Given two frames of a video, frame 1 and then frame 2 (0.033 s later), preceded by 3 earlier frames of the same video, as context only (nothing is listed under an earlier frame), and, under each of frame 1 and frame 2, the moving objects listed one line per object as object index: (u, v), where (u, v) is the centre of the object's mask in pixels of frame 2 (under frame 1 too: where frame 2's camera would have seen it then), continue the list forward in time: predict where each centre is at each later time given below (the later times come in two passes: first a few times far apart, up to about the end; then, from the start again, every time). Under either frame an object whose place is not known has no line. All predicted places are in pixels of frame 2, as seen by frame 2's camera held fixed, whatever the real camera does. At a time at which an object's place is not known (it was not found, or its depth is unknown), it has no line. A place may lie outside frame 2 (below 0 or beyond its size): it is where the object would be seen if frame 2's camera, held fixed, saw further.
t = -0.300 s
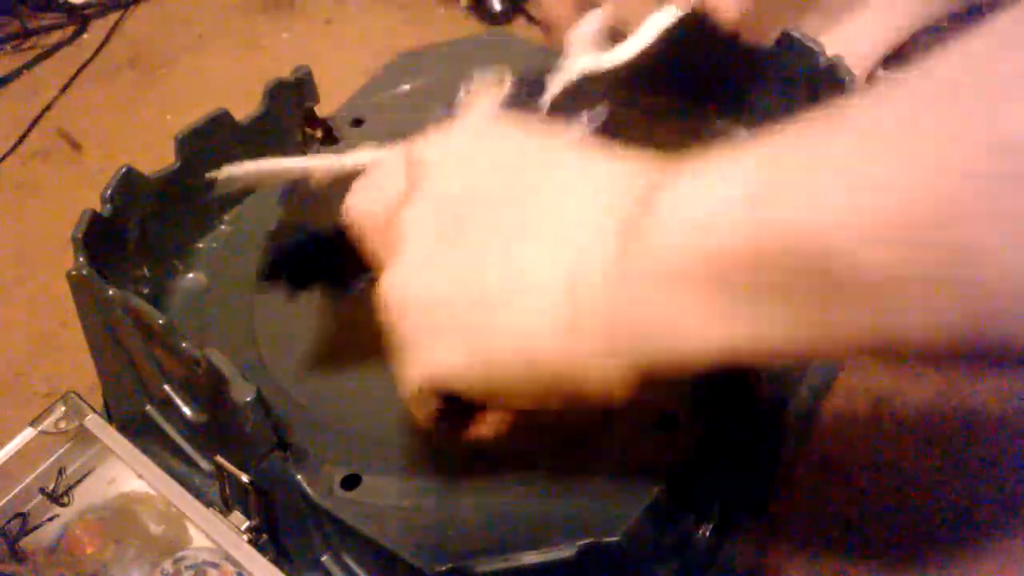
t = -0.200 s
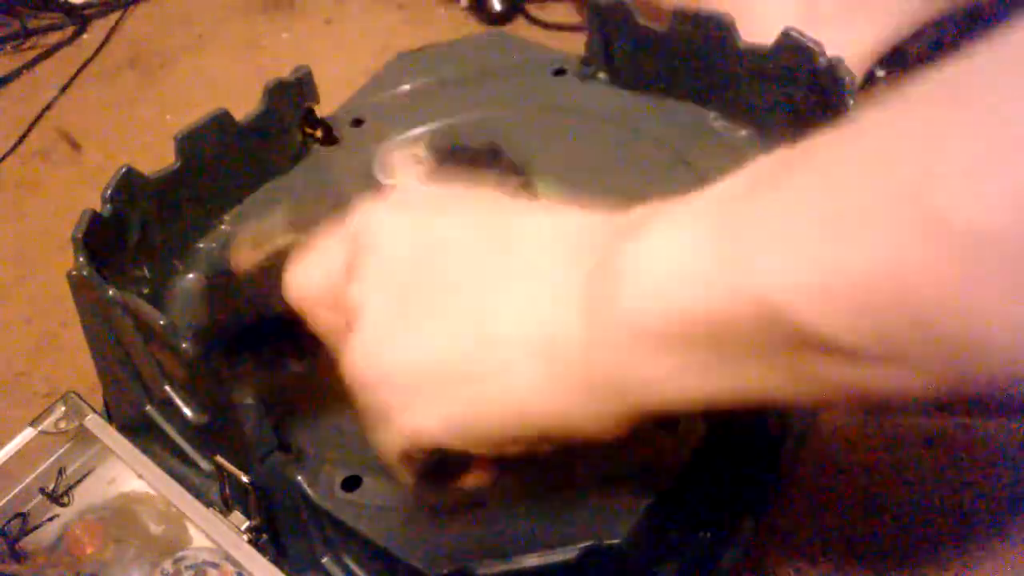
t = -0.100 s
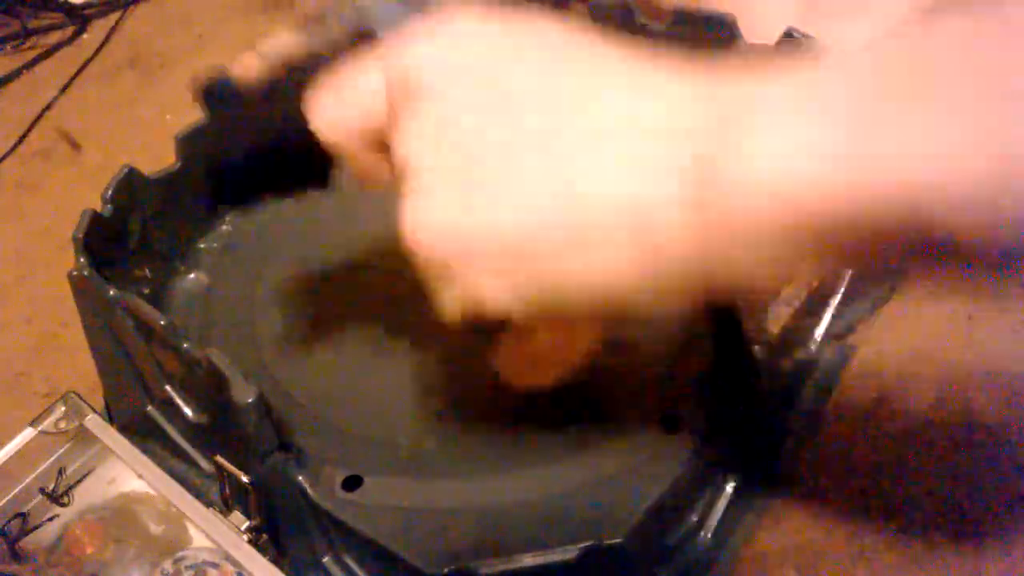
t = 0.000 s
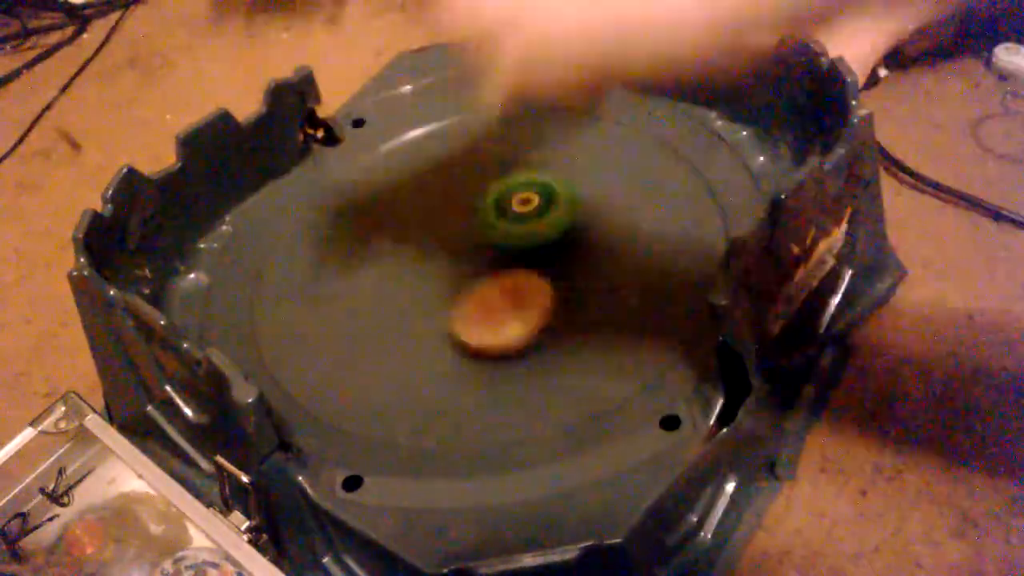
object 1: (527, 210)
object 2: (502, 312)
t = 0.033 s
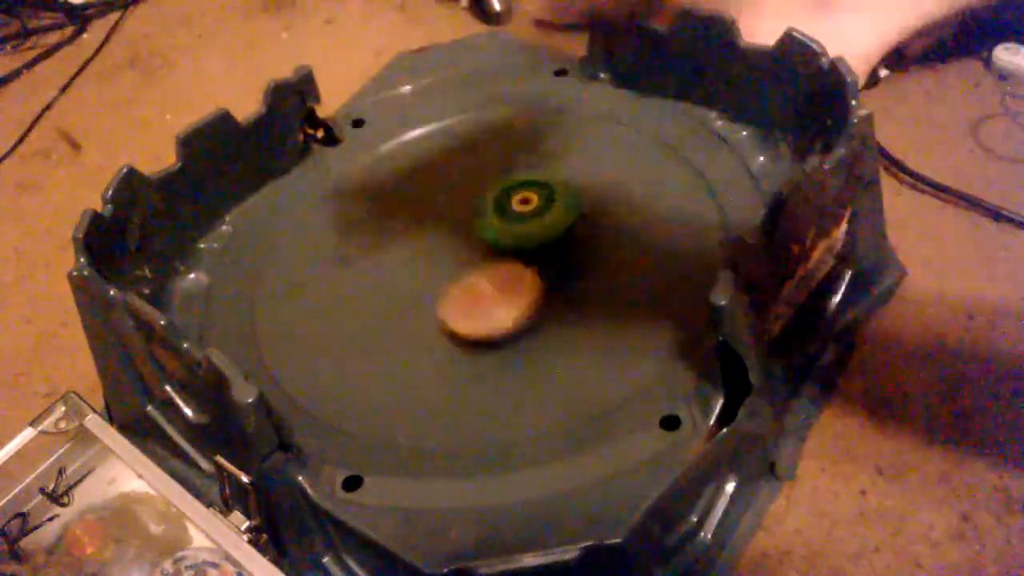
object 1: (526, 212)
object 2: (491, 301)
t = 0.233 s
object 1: (519, 209)
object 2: (425, 269)
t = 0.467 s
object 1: (486, 215)
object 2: (362, 259)
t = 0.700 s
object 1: (452, 239)
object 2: (323, 231)
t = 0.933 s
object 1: (469, 255)
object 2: (330, 195)
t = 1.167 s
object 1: (488, 232)
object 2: (372, 162)
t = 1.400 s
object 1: (446, 217)
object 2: (422, 145)
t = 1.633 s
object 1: (416, 237)
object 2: (476, 151)
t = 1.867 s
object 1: (437, 251)
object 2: (520, 188)
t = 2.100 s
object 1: (416, 259)
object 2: (572, 234)
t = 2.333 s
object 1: (397, 256)
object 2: (544, 290)
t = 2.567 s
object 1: (394, 235)
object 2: (476, 323)
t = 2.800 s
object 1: (396, 211)
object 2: (399, 319)
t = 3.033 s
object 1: (403, 191)
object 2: (370, 273)
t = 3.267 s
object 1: (433, 159)
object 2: (373, 232)
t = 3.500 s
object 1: (479, 116)
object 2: (370, 222)
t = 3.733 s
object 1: (503, 109)
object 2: (410, 216)
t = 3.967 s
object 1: (520, 148)
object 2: (459, 217)
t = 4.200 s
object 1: (535, 204)
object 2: (450, 257)
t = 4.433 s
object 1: (518, 251)
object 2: (405, 284)
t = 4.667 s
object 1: (479, 271)
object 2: (364, 277)
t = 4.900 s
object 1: (450, 267)
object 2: (353, 242)
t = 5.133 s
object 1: (437, 240)
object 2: (374, 192)
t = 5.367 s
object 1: (443, 234)
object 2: (427, 158)
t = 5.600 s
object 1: (439, 249)
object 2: (503, 166)
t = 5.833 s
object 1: (430, 261)
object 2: (555, 225)
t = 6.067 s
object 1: (405, 255)
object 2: (521, 285)
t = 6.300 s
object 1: (400, 228)
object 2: (438, 289)
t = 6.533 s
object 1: (416, 184)
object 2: (402, 258)
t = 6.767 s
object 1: (449, 157)
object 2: (413, 250)
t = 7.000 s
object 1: (481, 165)
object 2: (457, 245)
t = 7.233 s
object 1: (487, 195)
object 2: (469, 269)
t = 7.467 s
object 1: (461, 222)
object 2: (454, 284)
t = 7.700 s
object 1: (438, 213)
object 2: (440, 281)
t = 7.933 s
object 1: (431, 140)
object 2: (434, 299)
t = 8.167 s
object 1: (402, 126)
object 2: (458, 295)
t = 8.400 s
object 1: (402, 147)
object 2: (485, 290)
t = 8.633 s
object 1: (409, 183)
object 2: (506, 291)
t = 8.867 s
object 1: (400, 205)
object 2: (519, 283)
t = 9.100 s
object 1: (397, 209)
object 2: (539, 267)
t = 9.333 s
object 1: (406, 205)
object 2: (556, 256)
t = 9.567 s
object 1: (418, 216)
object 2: (558, 244)
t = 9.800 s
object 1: (416, 225)
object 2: (560, 228)
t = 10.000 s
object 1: (411, 224)
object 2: (563, 215)
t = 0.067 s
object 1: (525, 210)
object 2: (480, 292)
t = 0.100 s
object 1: (524, 210)
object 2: (468, 282)
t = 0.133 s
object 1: (525, 210)
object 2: (457, 276)
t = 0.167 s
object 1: (524, 211)
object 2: (445, 272)
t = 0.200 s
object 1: (524, 211)
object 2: (434, 270)
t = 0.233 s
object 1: (519, 209)
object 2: (425, 269)
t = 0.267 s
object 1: (516, 209)
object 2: (415, 268)
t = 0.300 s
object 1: (512, 209)
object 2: (406, 267)
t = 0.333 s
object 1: (508, 210)
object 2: (397, 265)
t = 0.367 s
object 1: (503, 210)
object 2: (388, 265)
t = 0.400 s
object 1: (497, 212)
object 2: (379, 263)
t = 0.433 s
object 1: (492, 213)
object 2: (370, 261)
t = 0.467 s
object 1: (486, 215)
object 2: (362, 259)
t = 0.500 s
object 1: (481, 218)
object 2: (354, 256)
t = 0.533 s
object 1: (475, 221)
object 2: (347, 252)
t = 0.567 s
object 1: (470, 224)
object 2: (341, 248)
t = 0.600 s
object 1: (465, 227)
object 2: (335, 244)
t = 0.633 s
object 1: (459, 231)
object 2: (330, 240)
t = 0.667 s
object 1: (456, 235)
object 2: (326, 235)
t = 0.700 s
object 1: (452, 239)
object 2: (323, 231)
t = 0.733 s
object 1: (450, 243)
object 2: (322, 226)
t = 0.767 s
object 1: (450, 247)
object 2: (320, 221)
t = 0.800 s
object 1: (451, 250)
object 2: (320, 216)
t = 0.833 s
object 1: (453, 253)
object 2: (321, 211)
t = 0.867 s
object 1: (457, 254)
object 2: (324, 206)
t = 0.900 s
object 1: (463, 255)
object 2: (325, 200)
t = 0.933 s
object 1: (469, 255)
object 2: (330, 195)
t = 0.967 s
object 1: (476, 254)
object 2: (333, 189)
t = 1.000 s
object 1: (484, 251)
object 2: (338, 184)
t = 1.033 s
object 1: (491, 247)
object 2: (344, 180)
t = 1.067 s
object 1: (495, 244)
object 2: (351, 175)
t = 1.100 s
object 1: (495, 240)
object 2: (357, 170)
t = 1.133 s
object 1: (492, 235)
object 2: (364, 166)
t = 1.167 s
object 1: (488, 232)
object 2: (372, 162)
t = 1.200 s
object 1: (483, 227)
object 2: (379, 158)
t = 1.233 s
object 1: (478, 224)
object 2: (386, 154)
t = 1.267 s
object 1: (472, 222)
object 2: (393, 152)
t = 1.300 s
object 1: (467, 220)
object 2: (400, 149)
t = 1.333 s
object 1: (460, 218)
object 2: (408, 148)
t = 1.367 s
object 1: (453, 218)
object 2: (415, 146)
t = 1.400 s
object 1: (446, 217)
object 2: (422, 145)
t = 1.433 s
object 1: (440, 218)
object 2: (430, 144)
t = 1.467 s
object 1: (434, 220)
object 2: (438, 142)
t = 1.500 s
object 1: (429, 223)
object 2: (447, 142)
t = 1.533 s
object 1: (424, 227)
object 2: (454, 144)
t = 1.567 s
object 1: (420, 231)
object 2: (462, 146)
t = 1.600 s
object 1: (417, 234)
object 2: (469, 148)
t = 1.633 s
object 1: (416, 237)
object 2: (476, 151)
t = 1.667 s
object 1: (415, 241)
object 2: (483, 154)
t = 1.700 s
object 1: (416, 244)
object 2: (490, 159)
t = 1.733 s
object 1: (418, 247)
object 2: (497, 164)
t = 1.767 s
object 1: (421, 249)
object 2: (503, 170)
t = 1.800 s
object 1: (426, 251)
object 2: (508, 175)
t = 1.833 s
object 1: (430, 251)
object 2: (514, 181)
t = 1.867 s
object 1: (437, 251)
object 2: (520, 188)
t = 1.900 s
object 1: (443, 251)
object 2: (525, 194)
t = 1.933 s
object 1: (445, 251)
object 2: (533, 200)
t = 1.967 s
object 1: (437, 253)
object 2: (548, 205)
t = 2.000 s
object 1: (431, 255)
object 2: (561, 211)
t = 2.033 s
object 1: (425, 257)
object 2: (569, 218)
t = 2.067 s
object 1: (420, 258)
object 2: (571, 226)
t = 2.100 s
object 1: (416, 259)
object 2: (572, 234)
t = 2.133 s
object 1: (412, 259)
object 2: (572, 243)
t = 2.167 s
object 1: (409, 259)
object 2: (569, 251)
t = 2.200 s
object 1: (406, 259)
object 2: (567, 259)
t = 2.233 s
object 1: (403, 259)
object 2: (563, 267)
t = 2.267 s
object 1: (401, 258)
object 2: (558, 275)
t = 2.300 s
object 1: (399, 257)
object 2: (551, 283)
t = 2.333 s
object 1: (397, 256)
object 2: (544, 290)
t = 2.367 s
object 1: (396, 254)
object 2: (536, 296)
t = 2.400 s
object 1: (395, 250)
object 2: (528, 302)
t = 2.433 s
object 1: (394, 248)
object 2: (519, 308)
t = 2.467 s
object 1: (395, 244)
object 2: (509, 313)
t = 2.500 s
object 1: (394, 242)
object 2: (498, 317)
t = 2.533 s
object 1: (394, 239)
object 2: (487, 320)
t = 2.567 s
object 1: (394, 235)
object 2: (476, 323)
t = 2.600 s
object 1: (394, 232)
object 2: (464, 325)
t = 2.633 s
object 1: (395, 228)
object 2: (453, 326)
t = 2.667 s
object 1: (396, 224)
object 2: (441, 327)
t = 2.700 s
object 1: (395, 221)
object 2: (430, 326)
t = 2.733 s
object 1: (395, 217)
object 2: (419, 325)
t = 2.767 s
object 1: (395, 214)
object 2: (409, 322)
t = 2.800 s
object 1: (396, 211)
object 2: (399, 319)
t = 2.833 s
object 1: (396, 208)
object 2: (392, 315)
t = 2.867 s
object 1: (397, 205)
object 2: (384, 309)
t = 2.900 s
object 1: (397, 201)
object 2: (378, 304)
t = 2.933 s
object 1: (399, 198)
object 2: (373, 296)
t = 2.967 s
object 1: (399, 196)
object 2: (371, 289)
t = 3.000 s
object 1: (400, 194)
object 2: (370, 281)
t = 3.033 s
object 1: (403, 191)
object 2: (370, 273)
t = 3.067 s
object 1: (405, 189)
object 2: (371, 265)
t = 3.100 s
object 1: (407, 187)
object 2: (372, 257)
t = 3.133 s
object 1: (413, 181)
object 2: (369, 255)
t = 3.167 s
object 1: (421, 174)
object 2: (367, 251)
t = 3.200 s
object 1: (426, 169)
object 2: (368, 245)
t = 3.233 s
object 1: (430, 164)
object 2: (370, 238)
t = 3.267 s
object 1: (433, 159)
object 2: (373, 232)
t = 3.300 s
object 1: (436, 156)
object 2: (378, 225)
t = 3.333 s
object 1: (439, 153)
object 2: (382, 219)
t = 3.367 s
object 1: (443, 149)
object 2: (386, 213)
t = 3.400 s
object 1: (453, 141)
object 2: (383, 213)
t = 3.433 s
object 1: (465, 128)
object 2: (373, 218)
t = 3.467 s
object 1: (474, 121)
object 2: (370, 221)
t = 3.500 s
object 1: (479, 116)
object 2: (370, 222)
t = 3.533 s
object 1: (484, 112)
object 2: (373, 221)
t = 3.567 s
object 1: (487, 110)
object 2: (379, 220)
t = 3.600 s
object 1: (489, 108)
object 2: (384, 219)
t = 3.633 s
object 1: (493, 107)
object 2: (390, 218)
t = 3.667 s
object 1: (496, 107)
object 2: (397, 217)
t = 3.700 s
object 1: (500, 107)
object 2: (403, 216)
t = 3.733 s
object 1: (503, 109)
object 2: (410, 216)
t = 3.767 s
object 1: (506, 111)
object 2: (417, 215)
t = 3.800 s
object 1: (508, 115)
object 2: (424, 215)
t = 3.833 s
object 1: (512, 120)
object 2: (431, 215)
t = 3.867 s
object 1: (514, 126)
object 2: (439, 215)
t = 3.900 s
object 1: (516, 133)
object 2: (446, 215)
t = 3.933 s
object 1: (517, 140)
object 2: (452, 216)
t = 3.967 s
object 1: (520, 148)
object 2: (459, 217)
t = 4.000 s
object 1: (524, 155)
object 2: (462, 220)
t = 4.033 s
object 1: (530, 162)
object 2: (457, 228)
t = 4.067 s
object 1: (534, 170)
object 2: (452, 235)
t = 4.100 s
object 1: (535, 178)
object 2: (449, 242)
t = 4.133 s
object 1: (535, 187)
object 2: (448, 247)
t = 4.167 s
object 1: (536, 195)
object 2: (449, 252)
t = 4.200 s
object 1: (535, 204)
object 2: (450, 257)
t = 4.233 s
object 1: (534, 212)
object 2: (449, 262)
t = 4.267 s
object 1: (535, 220)
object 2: (440, 267)
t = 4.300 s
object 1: (534, 227)
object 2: (432, 272)
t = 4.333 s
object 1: (531, 234)
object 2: (424, 276)
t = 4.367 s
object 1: (527, 240)
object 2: (419, 279)
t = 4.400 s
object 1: (523, 247)
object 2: (412, 282)
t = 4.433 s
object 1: (518, 251)
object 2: (405, 284)
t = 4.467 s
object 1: (510, 257)
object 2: (398, 285)
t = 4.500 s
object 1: (504, 261)
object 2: (392, 287)
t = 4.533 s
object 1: (498, 264)
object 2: (386, 286)
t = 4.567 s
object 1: (493, 267)
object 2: (381, 285)
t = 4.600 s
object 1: (488, 268)
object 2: (375, 284)
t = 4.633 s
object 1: (484, 270)
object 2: (369, 281)
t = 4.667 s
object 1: (479, 271)
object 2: (364, 277)
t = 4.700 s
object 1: (474, 272)
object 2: (361, 274)
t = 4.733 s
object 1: (468, 273)
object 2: (359, 270)
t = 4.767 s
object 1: (466, 273)
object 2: (354, 264)
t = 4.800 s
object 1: (464, 272)
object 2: (352, 258)
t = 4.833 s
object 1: (462, 271)
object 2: (352, 253)
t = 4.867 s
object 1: (457, 269)
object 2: (352, 247)
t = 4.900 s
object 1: (450, 267)
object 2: (353, 242)
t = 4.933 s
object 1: (445, 264)
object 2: (354, 236)
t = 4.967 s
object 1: (440, 261)
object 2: (355, 229)
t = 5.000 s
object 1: (441, 259)
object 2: (356, 218)
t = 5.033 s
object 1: (441, 255)
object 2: (358, 209)
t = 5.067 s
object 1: (441, 250)
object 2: (364, 203)
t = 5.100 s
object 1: (439, 245)
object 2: (369, 197)
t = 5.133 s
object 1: (437, 240)
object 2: (374, 192)
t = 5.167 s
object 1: (438, 239)
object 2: (380, 185)
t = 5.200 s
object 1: (437, 239)
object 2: (386, 173)
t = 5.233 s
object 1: (438, 238)
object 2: (394, 165)
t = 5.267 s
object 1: (439, 238)
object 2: (402, 160)
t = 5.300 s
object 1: (441, 236)
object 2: (411, 158)
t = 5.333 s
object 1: (442, 235)
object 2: (418, 158)
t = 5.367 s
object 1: (443, 234)
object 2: (427, 158)
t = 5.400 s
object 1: (444, 233)
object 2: (434, 159)
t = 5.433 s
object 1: (445, 232)
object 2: (442, 160)
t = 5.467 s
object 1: (441, 235)
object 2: (453, 158)
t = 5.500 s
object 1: (438, 240)
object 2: (468, 158)
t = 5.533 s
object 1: (437, 244)
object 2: (483, 158)
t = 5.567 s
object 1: (437, 246)
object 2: (494, 161)
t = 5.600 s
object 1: (439, 249)
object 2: (503, 166)
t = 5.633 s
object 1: (439, 251)
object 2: (511, 173)
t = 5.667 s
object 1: (442, 254)
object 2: (516, 183)
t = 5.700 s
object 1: (444, 255)
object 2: (518, 192)
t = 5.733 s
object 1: (446, 255)
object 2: (523, 200)
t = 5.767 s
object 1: (440, 258)
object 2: (536, 209)
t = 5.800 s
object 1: (434, 260)
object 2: (547, 216)
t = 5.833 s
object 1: (430, 261)
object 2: (555, 225)
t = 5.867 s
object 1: (426, 261)
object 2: (559, 235)
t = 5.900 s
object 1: (422, 262)
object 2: (559, 244)
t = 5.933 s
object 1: (418, 261)
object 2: (556, 254)
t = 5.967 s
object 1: (414, 260)
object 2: (551, 261)
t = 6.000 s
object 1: (411, 259)
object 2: (541, 269)
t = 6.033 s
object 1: (409, 258)
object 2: (531, 276)
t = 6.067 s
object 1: (405, 255)
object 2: (521, 285)
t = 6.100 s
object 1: (403, 253)
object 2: (509, 291)
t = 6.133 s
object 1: (401, 250)
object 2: (496, 293)
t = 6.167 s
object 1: (400, 247)
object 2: (482, 296)
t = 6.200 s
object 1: (399, 243)
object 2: (470, 292)
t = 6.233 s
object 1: (399, 238)
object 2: (458, 292)
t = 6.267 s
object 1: (399, 234)
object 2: (448, 293)
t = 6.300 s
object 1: (400, 228)
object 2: (438, 289)
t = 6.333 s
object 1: (402, 220)
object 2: (429, 290)
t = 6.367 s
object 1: (404, 213)
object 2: (419, 290)
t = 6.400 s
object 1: (407, 207)
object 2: (413, 286)
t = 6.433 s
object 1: (409, 201)
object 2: (408, 280)
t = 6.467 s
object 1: (410, 194)
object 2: (404, 273)
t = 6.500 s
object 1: (413, 190)
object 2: (405, 265)
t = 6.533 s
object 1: (416, 184)
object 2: (402, 258)
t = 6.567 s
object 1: (423, 177)
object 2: (399, 260)
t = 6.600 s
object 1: (429, 170)
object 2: (398, 261)
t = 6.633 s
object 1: (434, 165)
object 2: (397, 260)
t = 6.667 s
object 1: (437, 162)
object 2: (400, 257)
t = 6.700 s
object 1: (441, 160)
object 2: (403, 255)
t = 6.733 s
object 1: (446, 158)
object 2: (409, 253)
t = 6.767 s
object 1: (449, 157)
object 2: (413, 250)
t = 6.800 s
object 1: (454, 157)
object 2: (419, 249)
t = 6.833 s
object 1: (459, 156)
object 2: (426, 247)
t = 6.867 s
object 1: (464, 156)
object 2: (432, 247)
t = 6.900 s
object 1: (469, 157)
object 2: (438, 245)
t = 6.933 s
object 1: (474, 158)
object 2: (444, 245)
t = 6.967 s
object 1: (478, 161)
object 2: (451, 244)
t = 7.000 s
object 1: (481, 165)
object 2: (457, 245)
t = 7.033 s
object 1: (484, 168)
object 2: (463, 246)
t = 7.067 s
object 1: (485, 171)
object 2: (468, 247)
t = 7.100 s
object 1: (486, 175)
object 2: (472, 250)
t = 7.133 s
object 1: (487, 180)
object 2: (471, 255)
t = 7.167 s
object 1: (488, 185)
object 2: (469, 261)
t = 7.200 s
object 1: (488, 190)
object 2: (468, 265)
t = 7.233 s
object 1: (487, 195)
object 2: (469, 269)
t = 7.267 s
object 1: (484, 200)
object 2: (469, 272)
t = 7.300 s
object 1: (481, 206)
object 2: (468, 276)
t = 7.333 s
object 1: (479, 208)
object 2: (466, 278)
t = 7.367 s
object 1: (473, 214)
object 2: (463, 281)
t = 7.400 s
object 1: (469, 217)
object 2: (461, 282)
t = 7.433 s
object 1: (464, 220)
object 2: (457, 283)
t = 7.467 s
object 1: (461, 222)
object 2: (454, 284)
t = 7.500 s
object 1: (456, 222)
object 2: (448, 289)
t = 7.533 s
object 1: (454, 220)
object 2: (443, 291)
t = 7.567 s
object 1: (451, 219)
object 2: (440, 291)
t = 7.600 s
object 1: (448, 219)
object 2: (439, 288)
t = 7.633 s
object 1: (445, 218)
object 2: (439, 287)
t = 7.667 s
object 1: (441, 216)
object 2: (440, 285)
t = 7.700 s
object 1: (438, 213)
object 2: (440, 281)
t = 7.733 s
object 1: (435, 211)
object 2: (441, 281)
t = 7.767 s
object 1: (437, 201)
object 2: (437, 285)
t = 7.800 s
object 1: (439, 187)
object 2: (433, 296)
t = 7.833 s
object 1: (440, 175)
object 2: (430, 300)
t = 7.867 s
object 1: (439, 162)
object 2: (428, 302)
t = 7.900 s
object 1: (436, 151)
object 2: (431, 300)
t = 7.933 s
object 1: (431, 140)
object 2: (434, 299)
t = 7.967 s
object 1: (426, 133)
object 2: (438, 298)
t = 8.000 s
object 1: (421, 126)
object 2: (441, 299)
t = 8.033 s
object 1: (416, 123)
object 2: (443, 298)
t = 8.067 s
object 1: (411, 122)
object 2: (447, 297)
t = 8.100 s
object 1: (407, 123)
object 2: (450, 296)
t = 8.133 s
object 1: (405, 124)
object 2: (455, 295)
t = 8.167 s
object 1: (402, 126)
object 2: (458, 295)
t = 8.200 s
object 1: (401, 128)
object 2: (462, 293)
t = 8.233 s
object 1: (398, 130)
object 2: (466, 293)
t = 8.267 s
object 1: (397, 133)
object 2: (469, 292)
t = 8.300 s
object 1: (396, 135)
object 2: (474, 291)
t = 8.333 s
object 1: (396, 138)
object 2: (477, 292)
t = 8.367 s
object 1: (397, 141)
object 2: (482, 290)
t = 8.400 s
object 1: (402, 147)
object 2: (485, 290)
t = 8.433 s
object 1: (403, 152)
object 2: (489, 290)
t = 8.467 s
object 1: (405, 157)
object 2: (494, 290)
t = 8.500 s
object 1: (406, 161)
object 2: (496, 290)
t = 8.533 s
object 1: (407, 167)
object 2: (500, 290)
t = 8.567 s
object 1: (407, 172)
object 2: (502, 291)
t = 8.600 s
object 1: (408, 178)
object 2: (504, 291)
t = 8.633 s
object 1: (409, 183)
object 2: (506, 291)
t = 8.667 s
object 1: (407, 188)
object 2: (507, 290)
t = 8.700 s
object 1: (407, 192)
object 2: (510, 290)
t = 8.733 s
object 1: (406, 195)
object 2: (511, 289)
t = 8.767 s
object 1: (404, 198)
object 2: (513, 287)
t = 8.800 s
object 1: (403, 202)
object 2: (515, 286)
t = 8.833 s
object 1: (401, 203)
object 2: (516, 285)
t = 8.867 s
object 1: (400, 205)
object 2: (519, 283)
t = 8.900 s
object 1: (400, 206)
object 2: (521, 281)
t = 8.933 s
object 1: (399, 207)
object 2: (525, 279)
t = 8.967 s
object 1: (398, 207)
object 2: (528, 277)
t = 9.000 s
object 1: (398, 208)
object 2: (530, 274)
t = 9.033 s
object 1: (399, 209)
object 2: (533, 272)
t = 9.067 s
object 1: (397, 209)
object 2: (535, 270)
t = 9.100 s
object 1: (397, 209)
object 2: (539, 267)
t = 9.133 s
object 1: (397, 208)
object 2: (541, 266)
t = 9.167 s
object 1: (397, 208)
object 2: (544, 263)
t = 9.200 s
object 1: (398, 206)
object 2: (547, 262)
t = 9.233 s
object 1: (399, 206)
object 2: (549, 260)
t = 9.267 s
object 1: (402, 205)
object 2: (553, 258)
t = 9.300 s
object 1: (405, 204)
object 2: (555, 257)
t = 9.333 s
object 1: (406, 205)
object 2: (556, 256)
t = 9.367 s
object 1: (409, 206)
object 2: (557, 254)
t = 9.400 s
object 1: (411, 206)
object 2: (557, 253)
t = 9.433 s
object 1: (413, 208)
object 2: (558, 252)
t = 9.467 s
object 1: (414, 210)
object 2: (558, 250)
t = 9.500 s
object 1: (416, 212)
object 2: (558, 248)
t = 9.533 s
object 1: (416, 214)
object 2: (558, 246)
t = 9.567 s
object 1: (418, 216)
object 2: (558, 244)
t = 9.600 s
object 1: (417, 219)
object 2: (559, 241)
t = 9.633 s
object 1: (418, 220)
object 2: (558, 240)
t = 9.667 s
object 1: (417, 222)
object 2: (558, 237)
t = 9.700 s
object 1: (417, 223)
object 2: (559, 235)
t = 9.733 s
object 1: (417, 225)
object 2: (559, 232)
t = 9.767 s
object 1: (416, 225)
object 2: (560, 230)
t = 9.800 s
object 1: (416, 225)
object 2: (560, 228)
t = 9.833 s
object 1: (415, 226)
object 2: (561, 225)
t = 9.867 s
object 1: (415, 227)
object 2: (561, 223)
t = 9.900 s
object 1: (414, 227)
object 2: (562, 220)
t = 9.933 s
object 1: (413, 226)
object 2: (563, 218)
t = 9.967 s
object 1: (412, 226)
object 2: (563, 216)
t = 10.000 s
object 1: (411, 224)
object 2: (563, 215)
